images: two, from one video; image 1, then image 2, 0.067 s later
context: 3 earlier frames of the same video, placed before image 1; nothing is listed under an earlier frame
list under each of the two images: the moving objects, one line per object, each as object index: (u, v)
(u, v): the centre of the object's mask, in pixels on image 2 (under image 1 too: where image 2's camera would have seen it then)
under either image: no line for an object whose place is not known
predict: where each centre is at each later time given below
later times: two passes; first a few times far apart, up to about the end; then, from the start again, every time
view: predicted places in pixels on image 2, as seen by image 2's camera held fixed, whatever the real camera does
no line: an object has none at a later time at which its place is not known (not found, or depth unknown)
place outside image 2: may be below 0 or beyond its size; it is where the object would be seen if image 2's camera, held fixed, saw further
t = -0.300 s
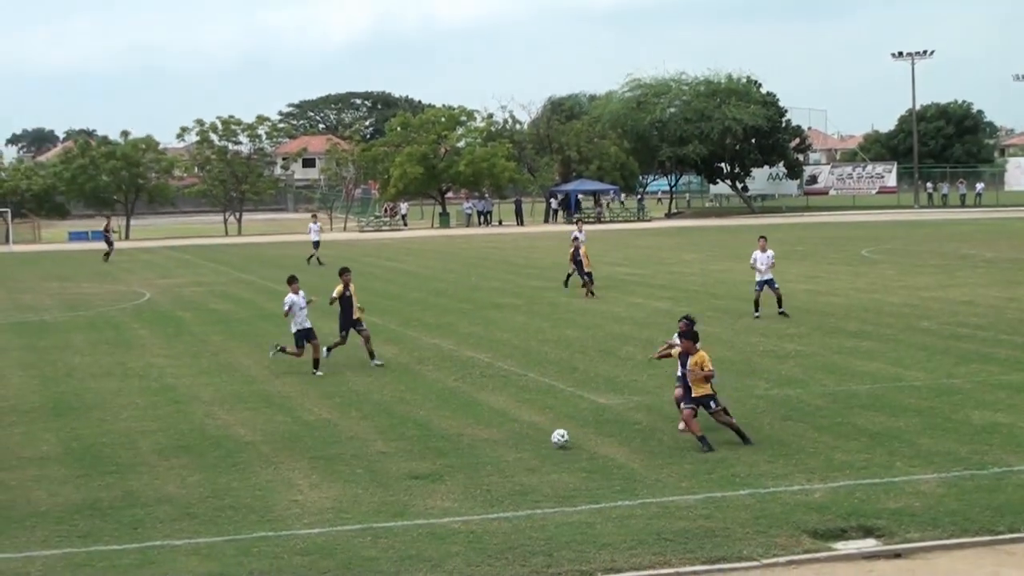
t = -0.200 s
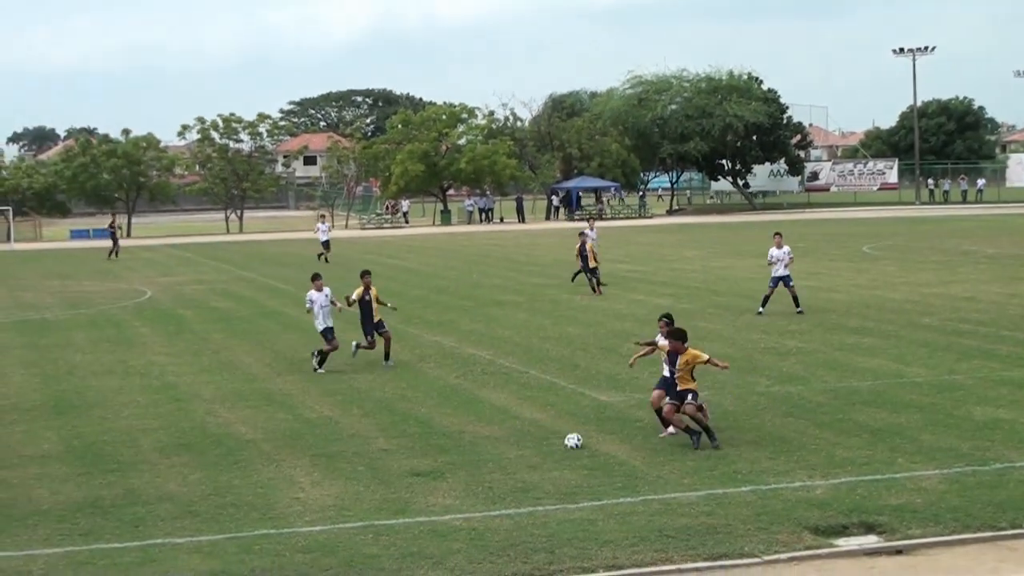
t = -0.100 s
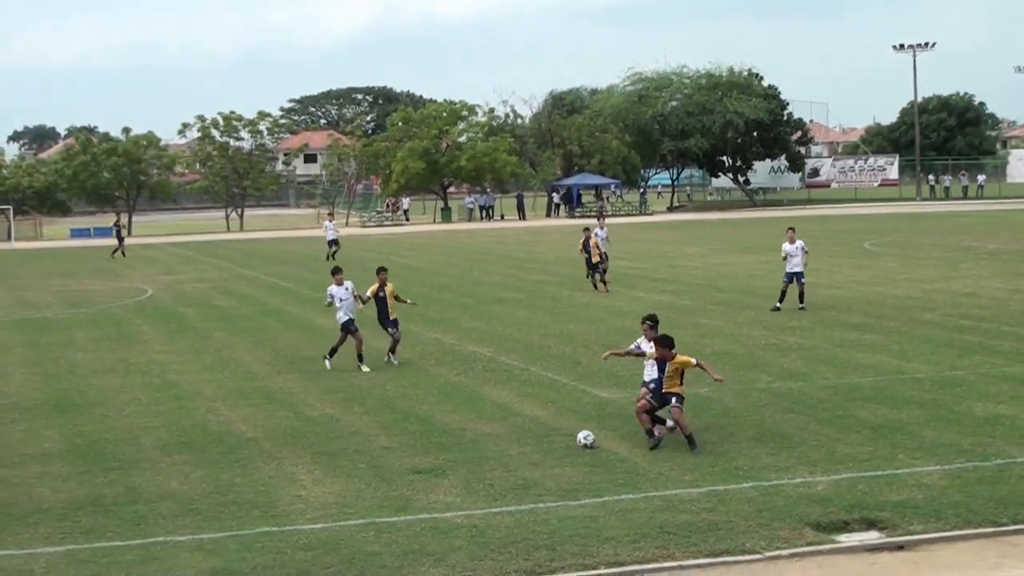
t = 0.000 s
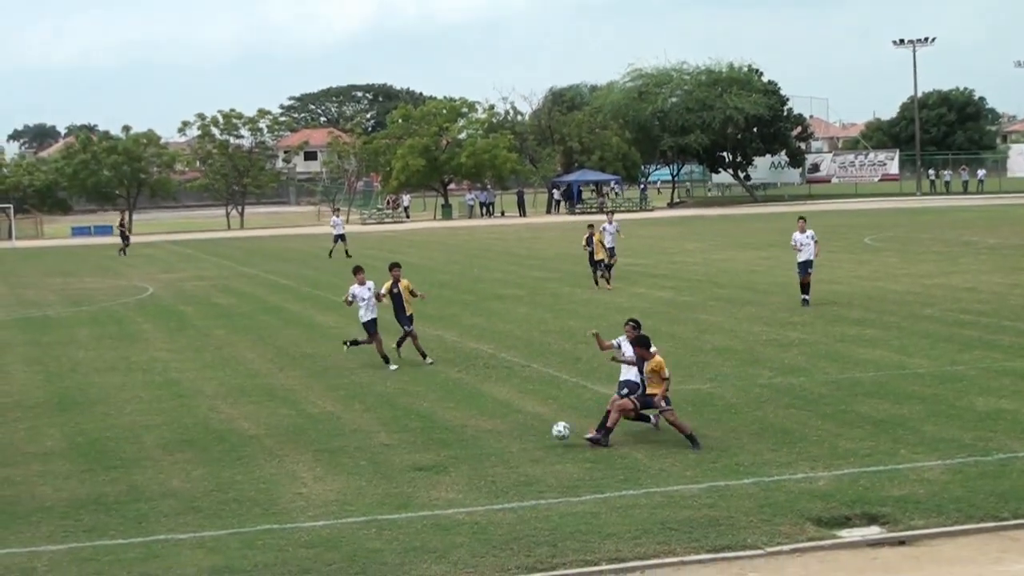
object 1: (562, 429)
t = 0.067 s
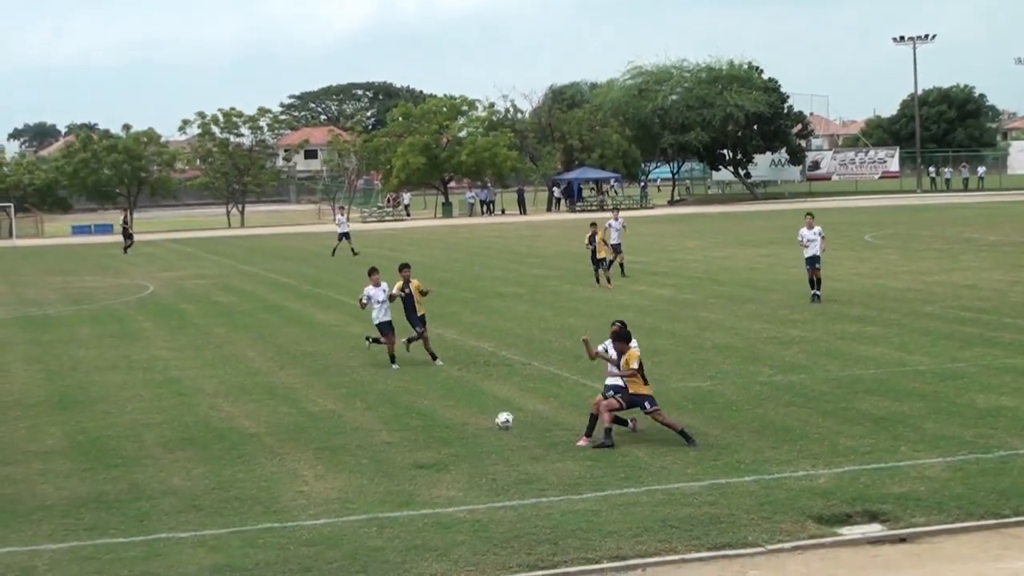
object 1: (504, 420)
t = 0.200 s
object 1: (389, 416)
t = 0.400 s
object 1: (217, 433)
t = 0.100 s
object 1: (476, 418)
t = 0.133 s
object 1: (447, 416)
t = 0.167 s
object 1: (418, 416)
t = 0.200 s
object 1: (389, 416)
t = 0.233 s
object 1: (361, 417)
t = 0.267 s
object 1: (332, 418)
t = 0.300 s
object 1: (303, 420)
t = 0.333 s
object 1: (274, 423)
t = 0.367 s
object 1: (245, 428)
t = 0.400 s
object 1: (217, 433)
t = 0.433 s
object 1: (188, 439)
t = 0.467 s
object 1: (159, 447)
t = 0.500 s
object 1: (130, 455)
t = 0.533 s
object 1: (101, 463)
